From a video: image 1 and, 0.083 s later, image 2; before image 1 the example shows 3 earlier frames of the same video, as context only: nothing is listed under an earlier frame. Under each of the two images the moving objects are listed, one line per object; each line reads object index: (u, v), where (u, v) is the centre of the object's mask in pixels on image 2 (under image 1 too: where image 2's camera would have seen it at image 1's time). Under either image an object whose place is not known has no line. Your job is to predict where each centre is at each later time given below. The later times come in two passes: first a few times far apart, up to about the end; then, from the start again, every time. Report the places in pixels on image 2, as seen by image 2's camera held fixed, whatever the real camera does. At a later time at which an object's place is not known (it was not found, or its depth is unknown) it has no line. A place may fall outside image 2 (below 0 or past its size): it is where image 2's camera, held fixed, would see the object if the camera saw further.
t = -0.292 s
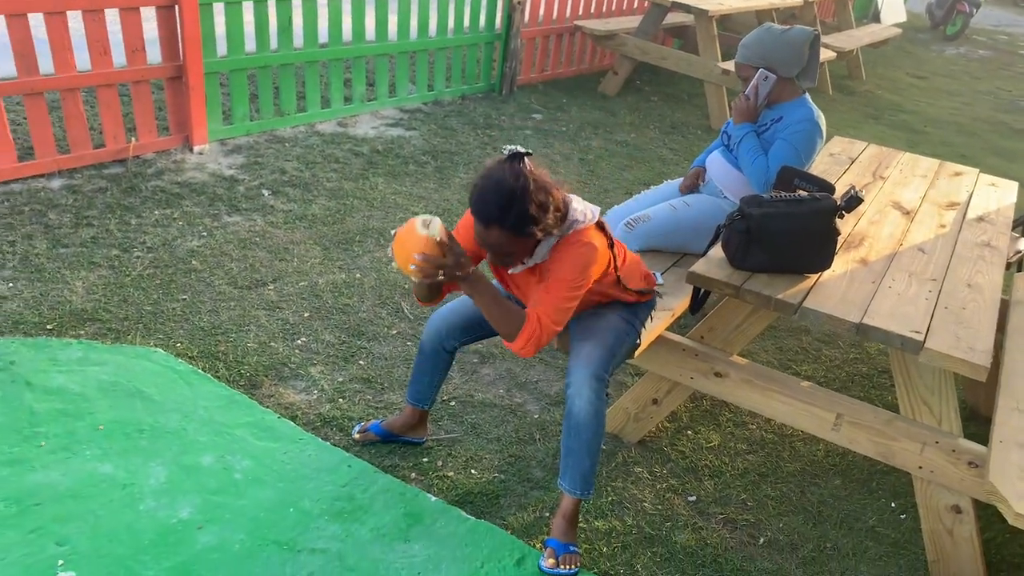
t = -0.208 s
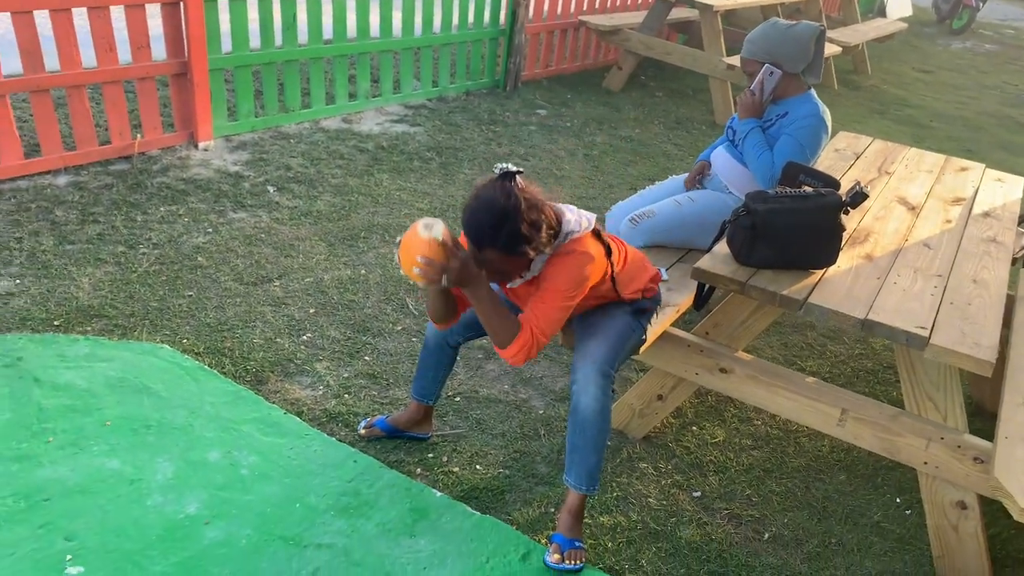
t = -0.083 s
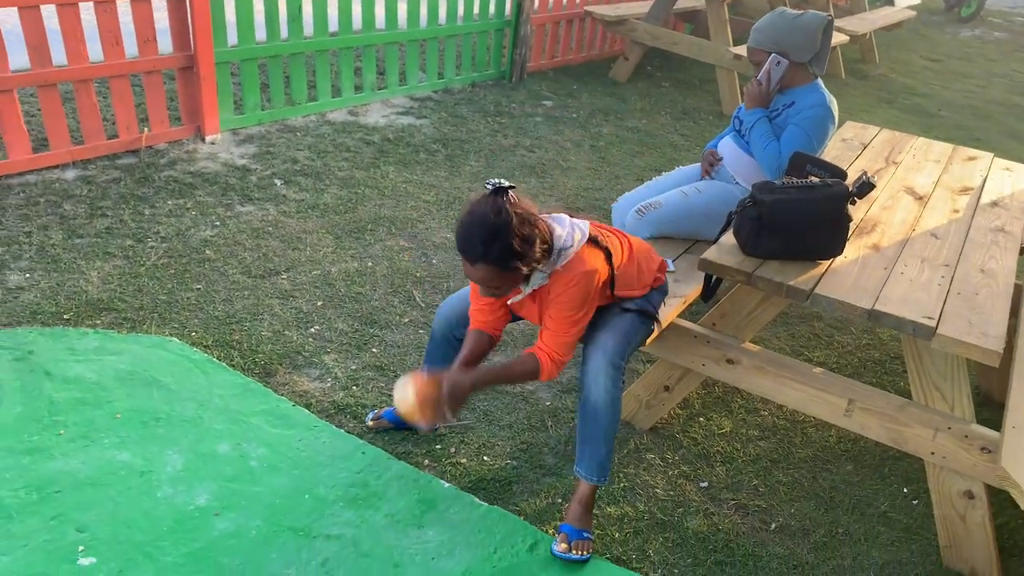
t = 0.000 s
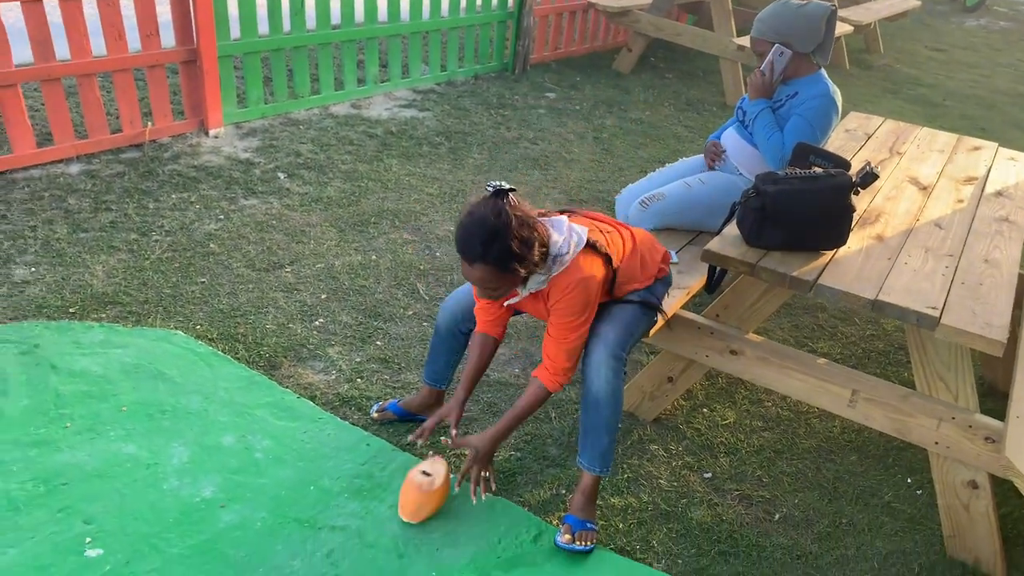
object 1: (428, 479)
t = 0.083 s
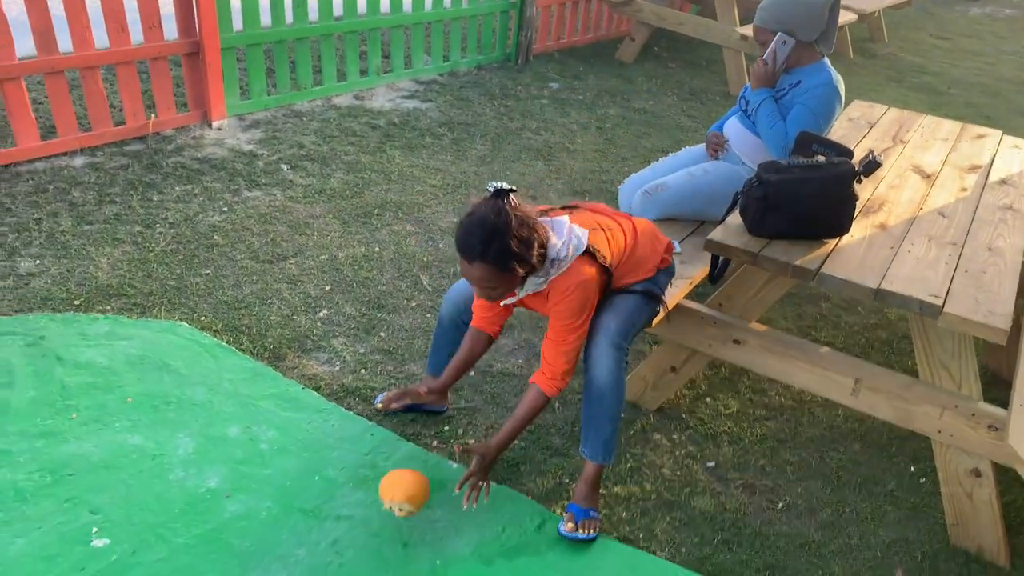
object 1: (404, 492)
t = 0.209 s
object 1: (367, 535)
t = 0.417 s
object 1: (281, 599)
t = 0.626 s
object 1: (196, 640)
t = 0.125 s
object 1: (392, 505)
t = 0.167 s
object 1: (383, 520)
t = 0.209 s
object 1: (367, 535)
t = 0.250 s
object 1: (351, 556)
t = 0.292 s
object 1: (337, 578)
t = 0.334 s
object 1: (319, 581)
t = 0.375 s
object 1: (300, 588)
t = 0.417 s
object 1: (281, 599)
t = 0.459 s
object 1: (264, 613)
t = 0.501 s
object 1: (253, 622)
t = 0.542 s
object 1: (236, 625)
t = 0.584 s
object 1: (216, 631)
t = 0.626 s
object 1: (196, 640)
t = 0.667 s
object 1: (176, 654)
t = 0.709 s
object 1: (159, 667)
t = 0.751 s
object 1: (140, 675)
